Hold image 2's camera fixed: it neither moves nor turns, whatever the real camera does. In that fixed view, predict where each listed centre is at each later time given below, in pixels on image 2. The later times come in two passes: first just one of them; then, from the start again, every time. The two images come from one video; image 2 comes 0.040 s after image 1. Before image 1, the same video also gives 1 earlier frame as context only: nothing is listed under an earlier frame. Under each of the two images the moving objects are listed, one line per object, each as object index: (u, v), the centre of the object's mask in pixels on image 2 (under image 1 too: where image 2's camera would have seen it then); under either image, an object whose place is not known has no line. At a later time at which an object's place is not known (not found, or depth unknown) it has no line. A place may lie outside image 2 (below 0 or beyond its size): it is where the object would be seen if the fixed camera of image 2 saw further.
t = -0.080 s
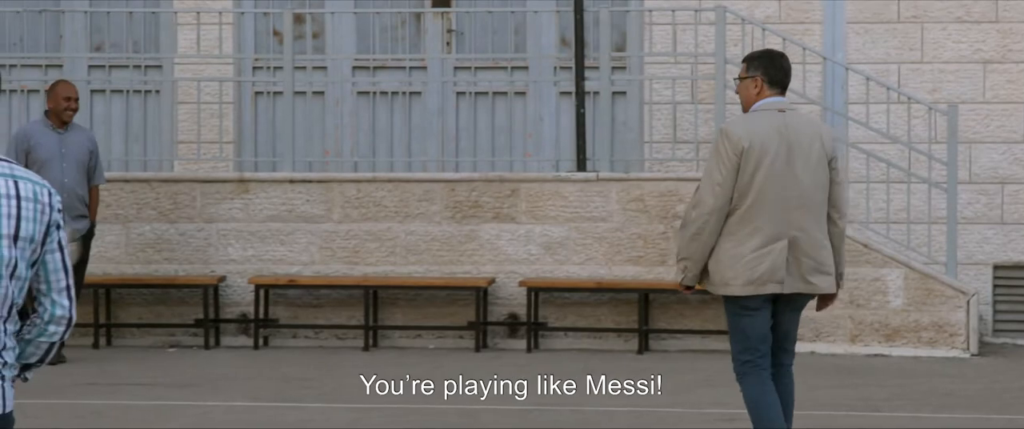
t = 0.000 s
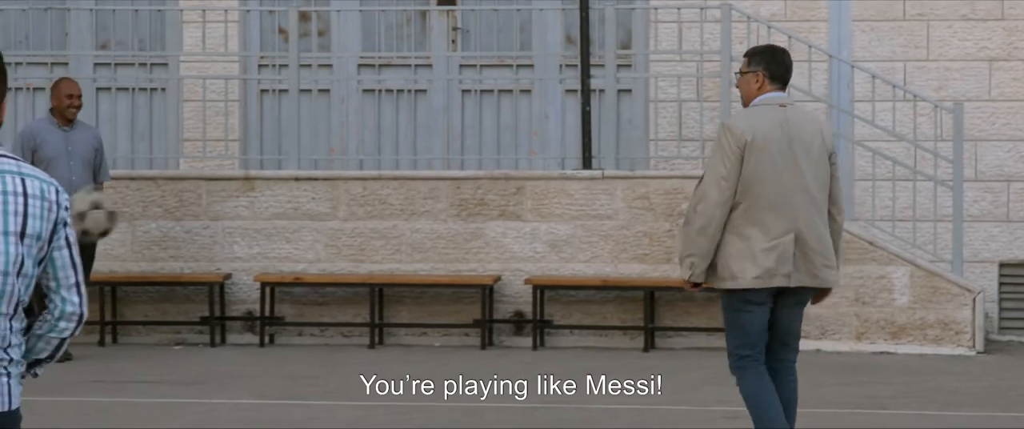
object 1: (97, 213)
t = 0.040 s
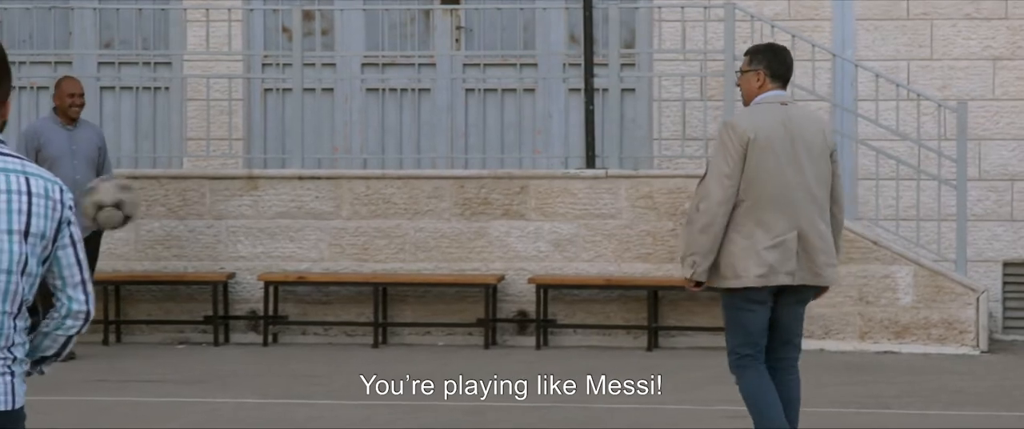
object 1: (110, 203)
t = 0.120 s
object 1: (140, 193)
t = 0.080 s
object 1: (125, 197)
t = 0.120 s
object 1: (140, 193)
